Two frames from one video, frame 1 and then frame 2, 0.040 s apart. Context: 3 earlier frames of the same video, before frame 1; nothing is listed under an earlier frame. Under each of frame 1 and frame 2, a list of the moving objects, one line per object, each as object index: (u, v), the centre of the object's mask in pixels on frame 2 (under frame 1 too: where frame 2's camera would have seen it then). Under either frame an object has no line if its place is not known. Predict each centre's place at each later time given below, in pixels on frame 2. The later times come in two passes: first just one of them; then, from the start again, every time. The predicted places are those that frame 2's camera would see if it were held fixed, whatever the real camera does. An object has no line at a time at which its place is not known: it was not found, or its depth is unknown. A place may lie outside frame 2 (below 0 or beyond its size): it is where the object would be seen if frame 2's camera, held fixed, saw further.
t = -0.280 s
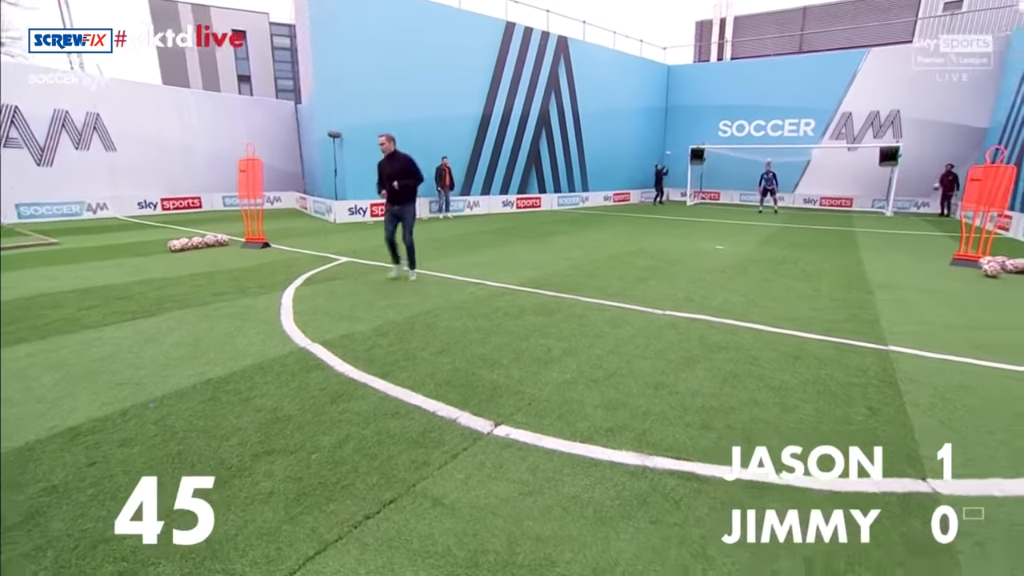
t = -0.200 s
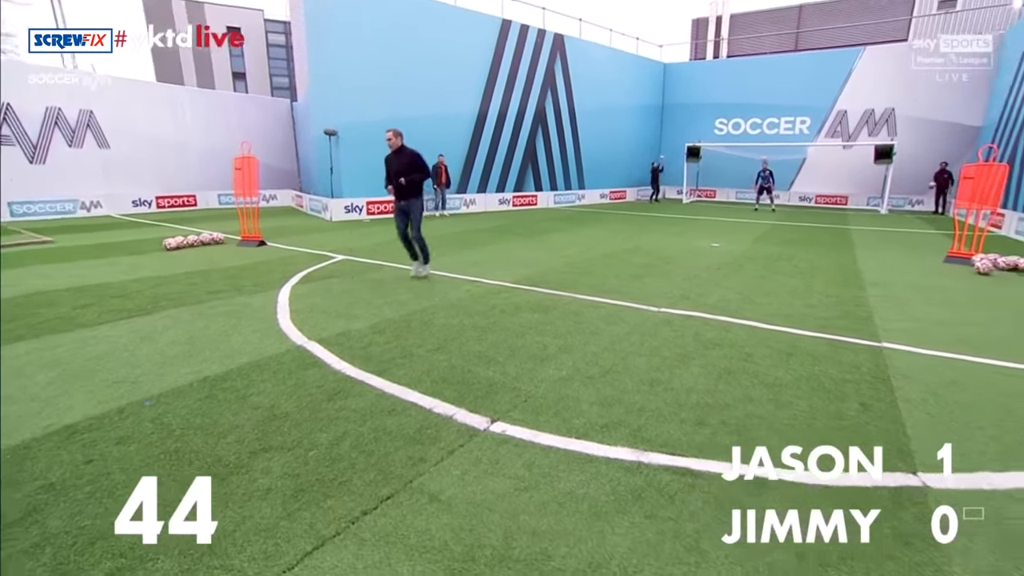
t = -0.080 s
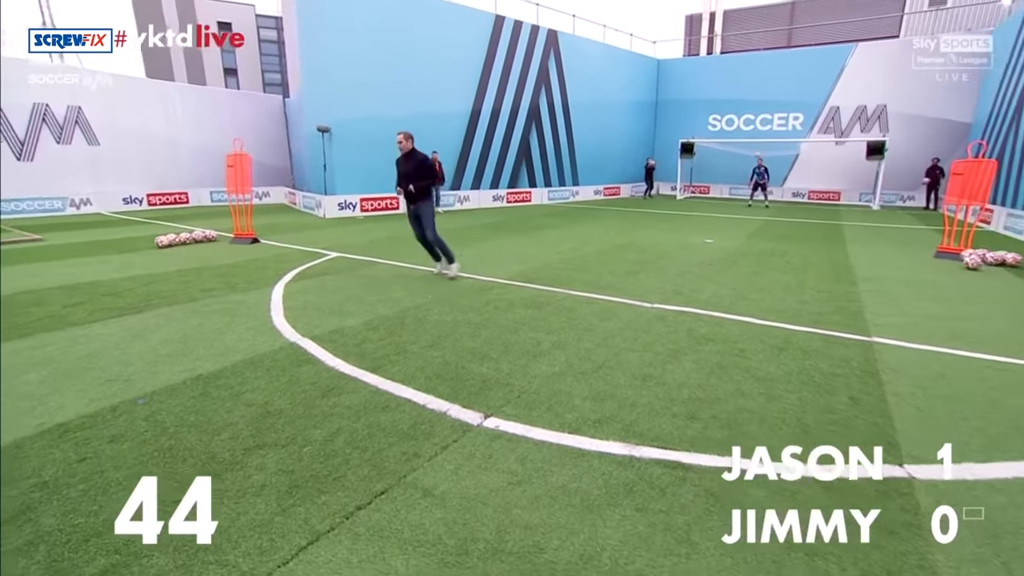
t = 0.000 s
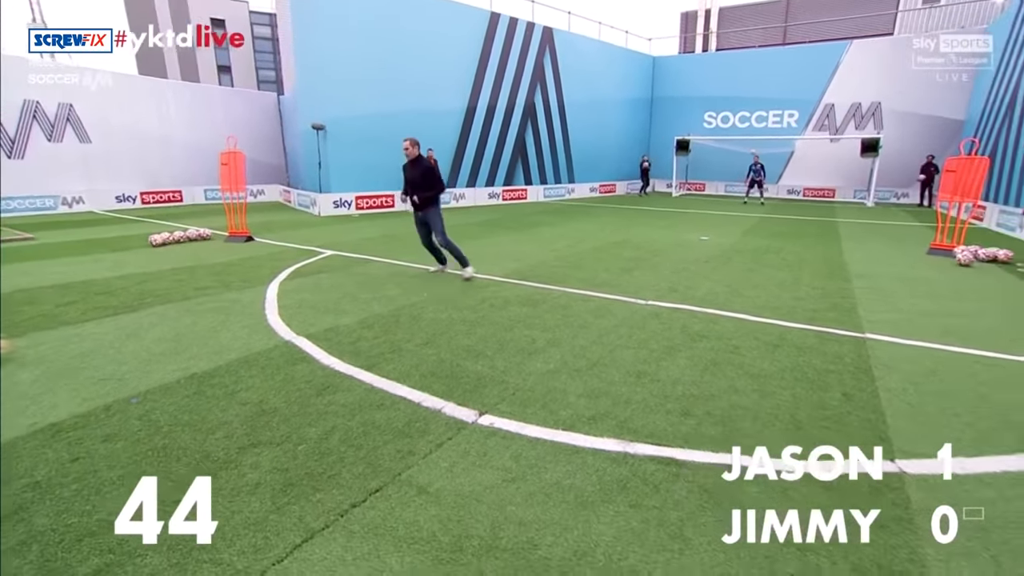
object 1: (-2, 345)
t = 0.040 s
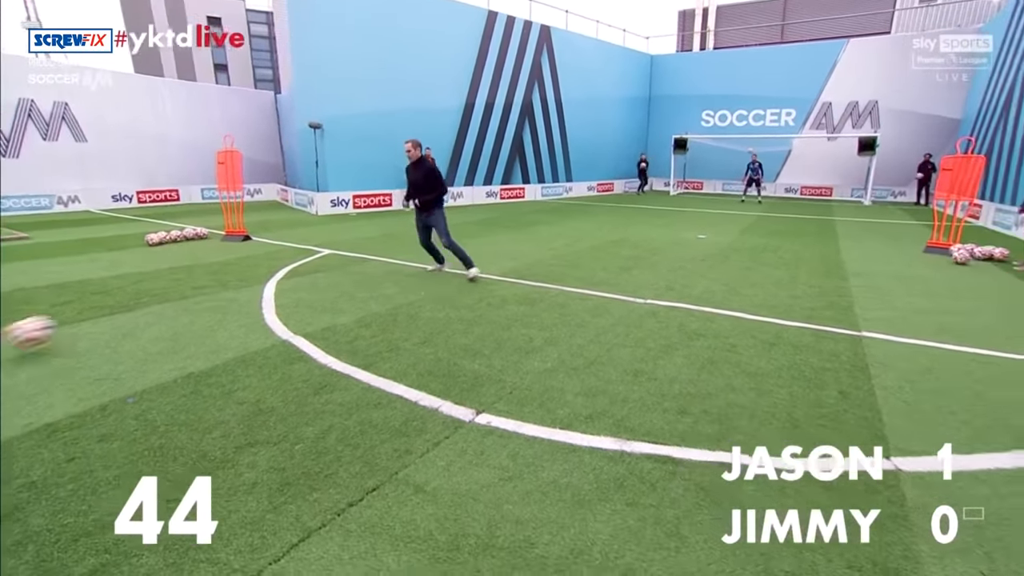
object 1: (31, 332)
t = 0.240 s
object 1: (230, 283)
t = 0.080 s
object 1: (79, 315)
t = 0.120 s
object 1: (122, 304)
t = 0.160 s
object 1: (160, 294)
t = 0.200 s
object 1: (197, 288)
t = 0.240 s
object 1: (230, 283)
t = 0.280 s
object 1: (261, 280)
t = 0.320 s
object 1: (292, 280)
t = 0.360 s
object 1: (320, 280)
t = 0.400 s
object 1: (346, 284)
